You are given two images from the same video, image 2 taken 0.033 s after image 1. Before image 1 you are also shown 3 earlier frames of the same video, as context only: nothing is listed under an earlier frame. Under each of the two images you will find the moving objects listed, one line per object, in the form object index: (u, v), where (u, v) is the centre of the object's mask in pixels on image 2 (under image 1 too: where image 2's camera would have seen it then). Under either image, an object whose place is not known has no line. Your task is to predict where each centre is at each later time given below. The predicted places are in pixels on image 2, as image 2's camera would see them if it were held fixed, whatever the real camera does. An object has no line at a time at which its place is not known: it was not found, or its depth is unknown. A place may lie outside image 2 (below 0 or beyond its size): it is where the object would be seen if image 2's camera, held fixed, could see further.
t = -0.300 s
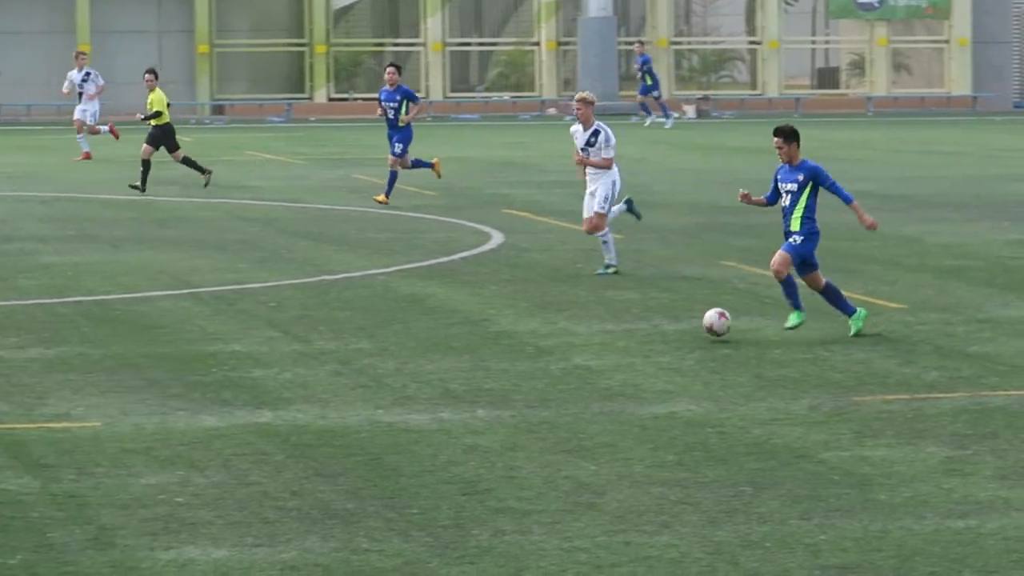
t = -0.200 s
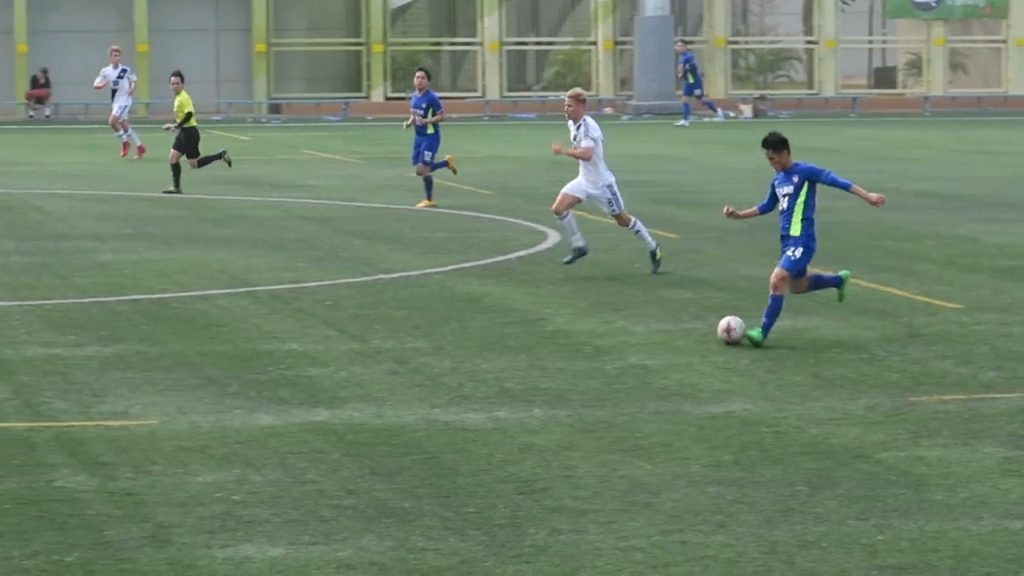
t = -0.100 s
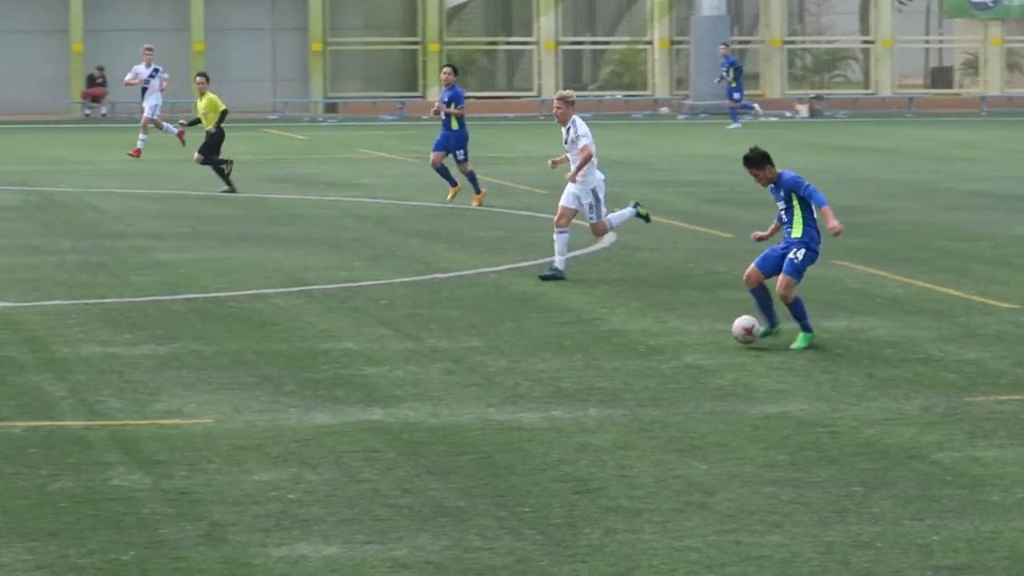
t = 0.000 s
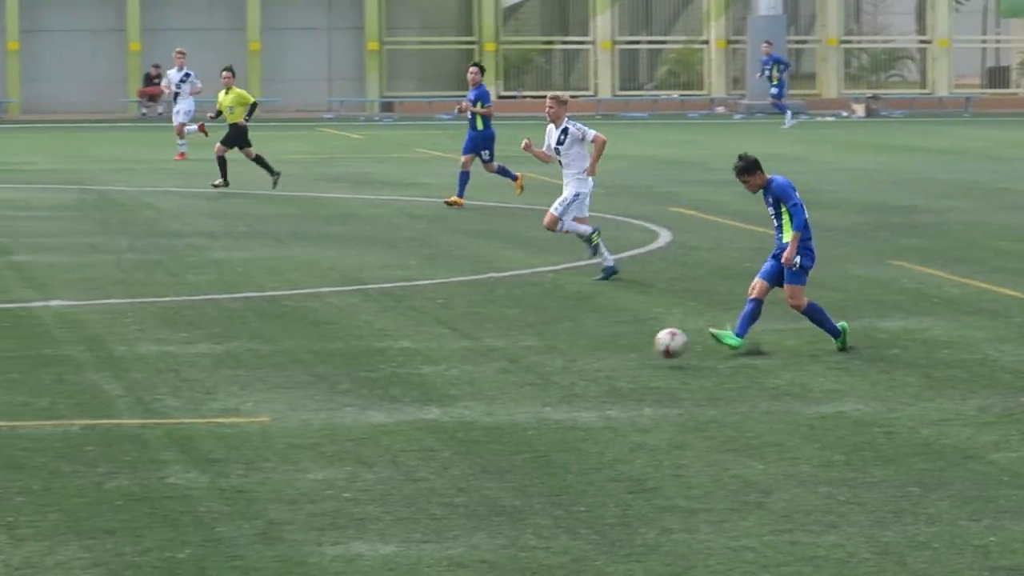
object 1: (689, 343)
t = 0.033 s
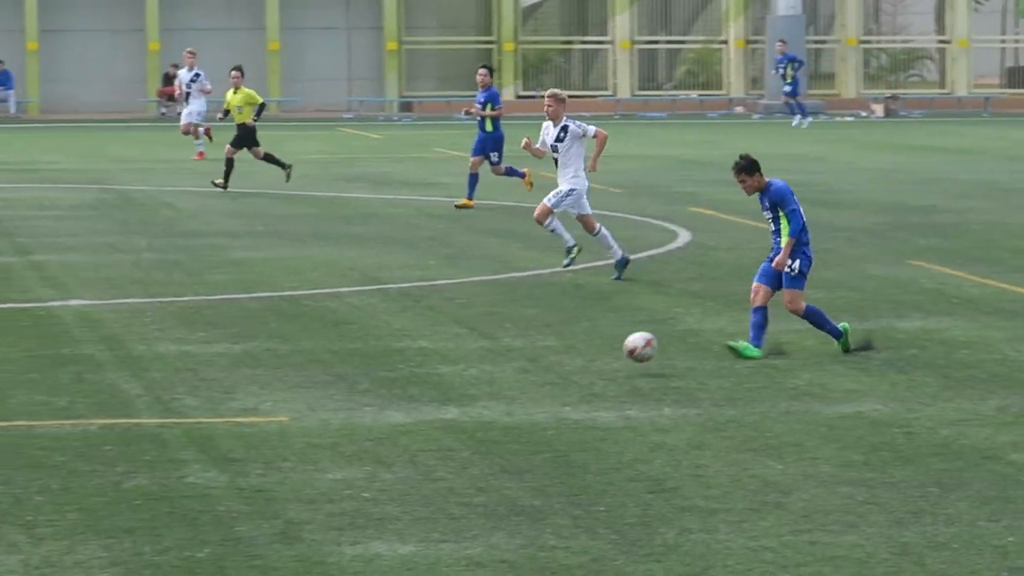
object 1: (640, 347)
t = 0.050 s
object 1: (615, 349)
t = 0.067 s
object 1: (589, 351)
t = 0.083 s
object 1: (565, 355)
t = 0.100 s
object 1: (539, 358)
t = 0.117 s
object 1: (514, 363)
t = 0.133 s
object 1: (488, 368)
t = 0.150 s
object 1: (462, 374)
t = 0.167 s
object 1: (436, 380)
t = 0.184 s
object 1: (409, 387)
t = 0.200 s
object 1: (382, 395)
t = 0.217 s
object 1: (356, 403)
